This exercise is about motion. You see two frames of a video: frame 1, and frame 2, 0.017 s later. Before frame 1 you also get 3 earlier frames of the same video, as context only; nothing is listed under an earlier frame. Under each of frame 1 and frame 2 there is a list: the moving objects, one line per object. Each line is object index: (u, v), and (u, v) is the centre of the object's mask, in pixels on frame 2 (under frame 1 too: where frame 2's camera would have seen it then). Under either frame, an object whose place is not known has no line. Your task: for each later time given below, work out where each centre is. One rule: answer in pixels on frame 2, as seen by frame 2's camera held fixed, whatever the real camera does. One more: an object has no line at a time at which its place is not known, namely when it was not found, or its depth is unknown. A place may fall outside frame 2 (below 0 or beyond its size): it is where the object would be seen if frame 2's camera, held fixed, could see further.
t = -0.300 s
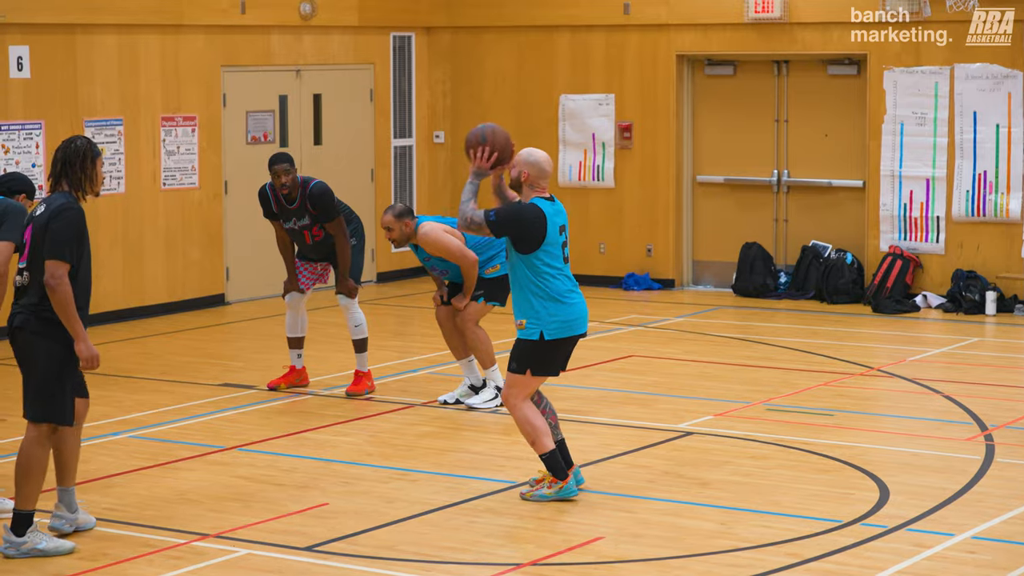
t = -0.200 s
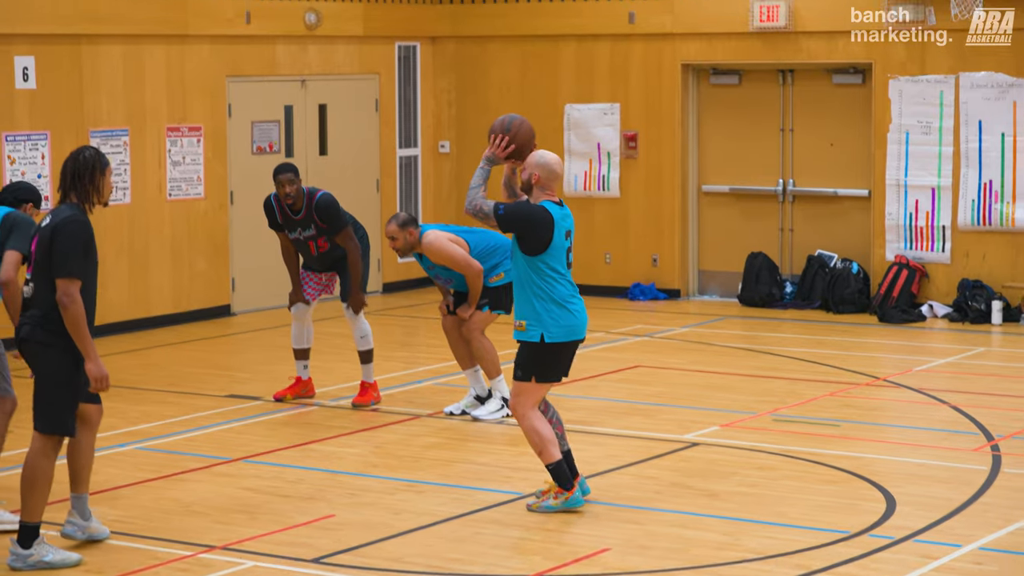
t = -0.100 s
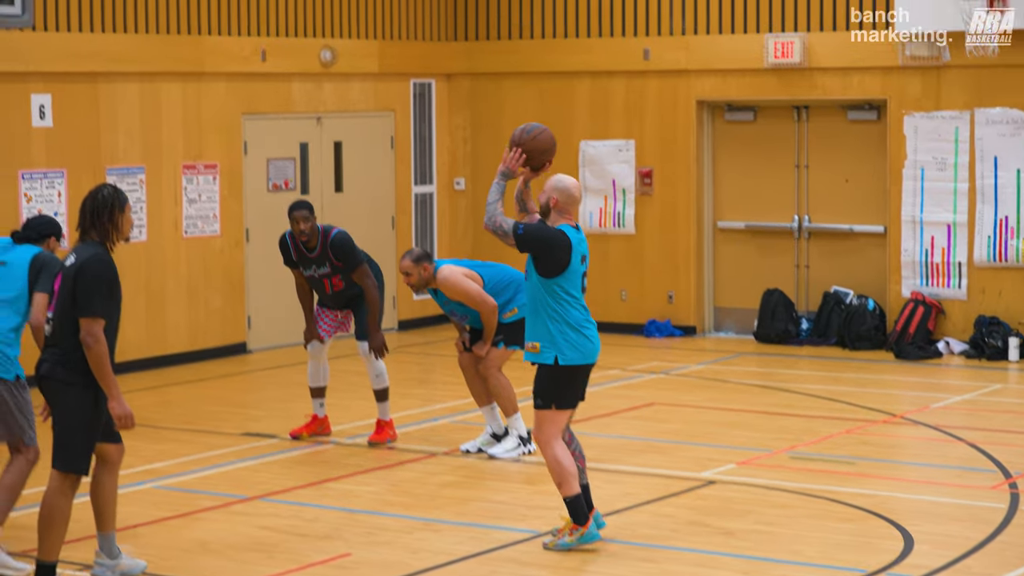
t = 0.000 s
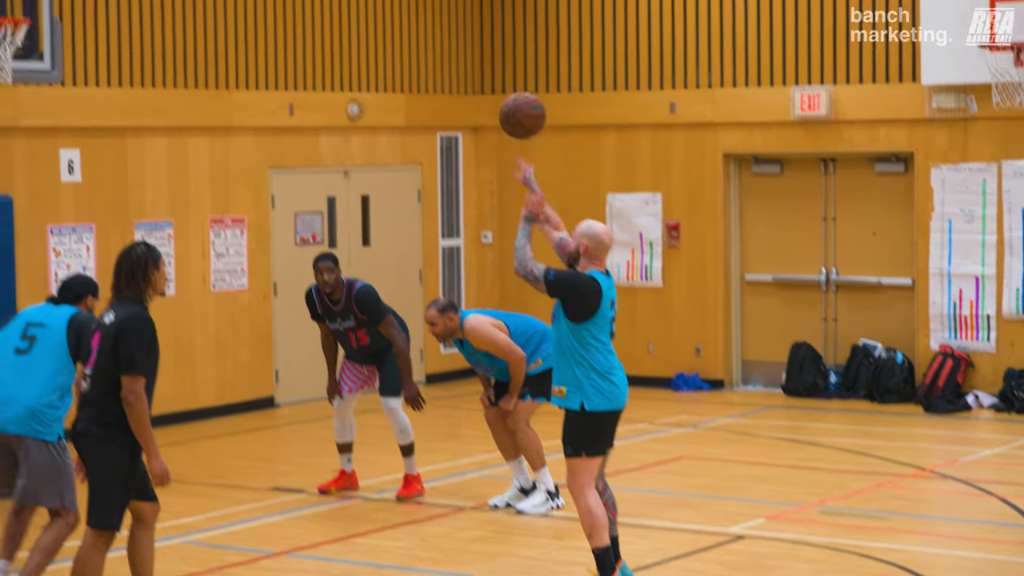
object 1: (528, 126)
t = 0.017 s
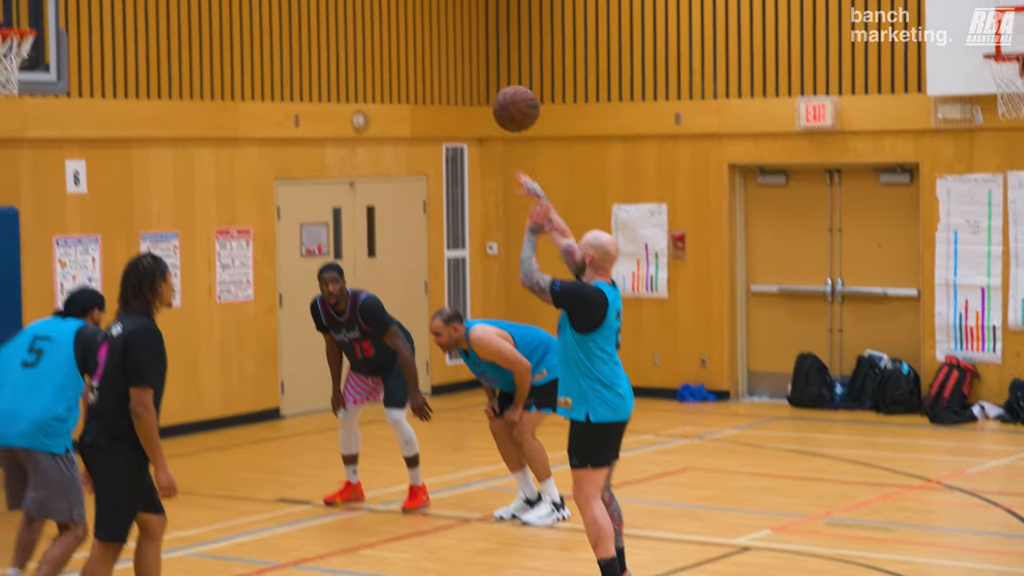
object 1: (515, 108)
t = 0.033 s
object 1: (503, 91)
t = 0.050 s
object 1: (490, 74)
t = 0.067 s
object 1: (479, 58)
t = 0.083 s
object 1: (466, 42)
